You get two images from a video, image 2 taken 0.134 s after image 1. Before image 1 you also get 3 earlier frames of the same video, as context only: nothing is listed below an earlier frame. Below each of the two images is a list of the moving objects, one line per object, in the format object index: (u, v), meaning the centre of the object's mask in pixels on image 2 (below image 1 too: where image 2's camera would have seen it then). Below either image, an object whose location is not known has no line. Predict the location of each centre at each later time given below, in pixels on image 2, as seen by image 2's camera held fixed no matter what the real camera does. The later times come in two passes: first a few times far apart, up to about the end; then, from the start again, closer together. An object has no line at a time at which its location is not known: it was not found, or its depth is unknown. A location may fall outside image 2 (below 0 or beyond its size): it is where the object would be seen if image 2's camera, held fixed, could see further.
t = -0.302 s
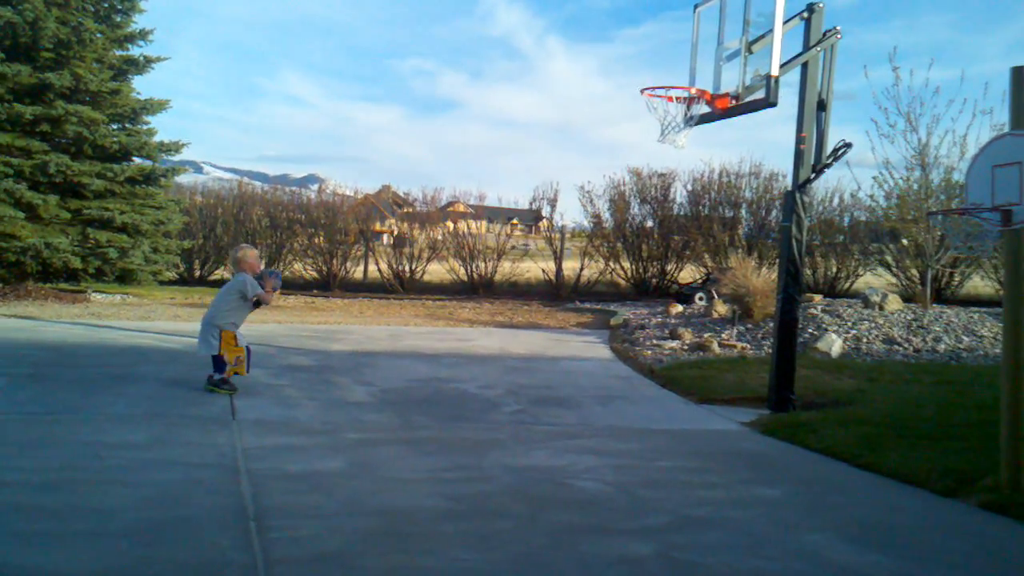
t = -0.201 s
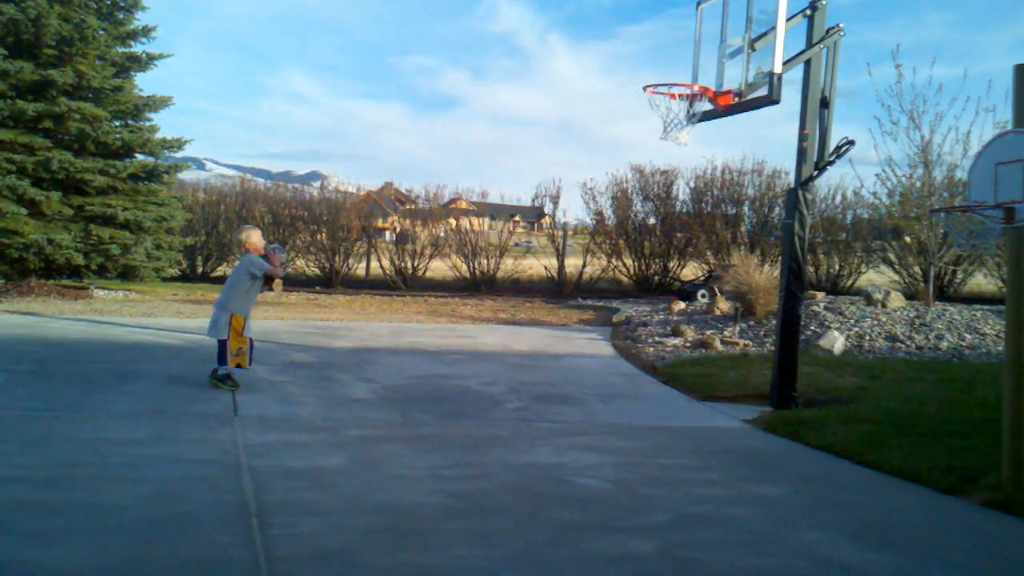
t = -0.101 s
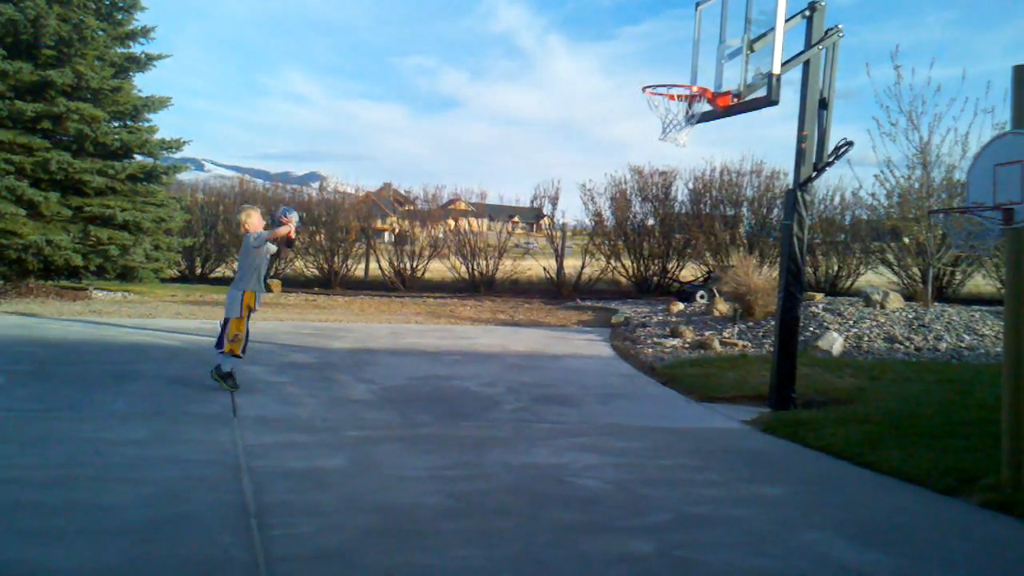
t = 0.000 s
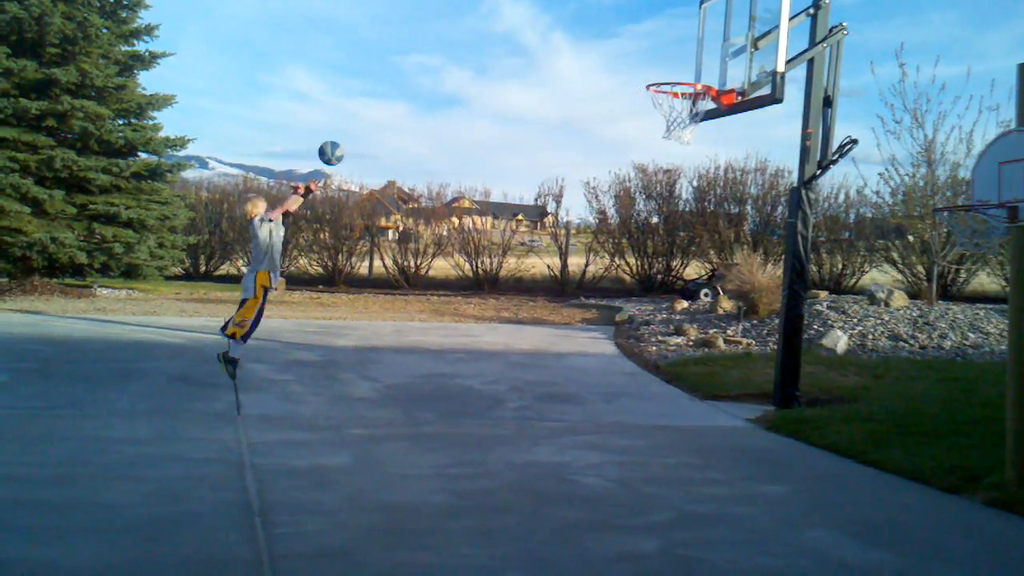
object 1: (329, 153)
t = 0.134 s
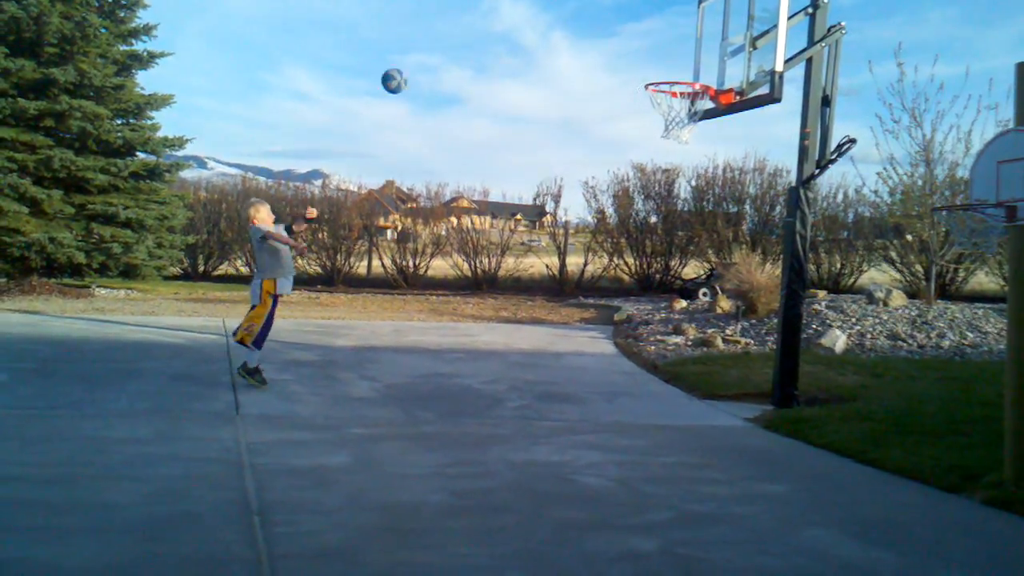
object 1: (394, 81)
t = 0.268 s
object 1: (457, 33)
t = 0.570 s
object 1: (596, 16)
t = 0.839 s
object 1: (696, 108)
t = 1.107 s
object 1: (644, 267)
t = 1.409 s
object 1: (583, 295)
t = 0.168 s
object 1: (409, 67)
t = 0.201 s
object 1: (425, 54)
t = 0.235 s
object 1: (442, 43)
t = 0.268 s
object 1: (457, 33)
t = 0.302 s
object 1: (473, 25)
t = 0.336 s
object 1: (489, 19)
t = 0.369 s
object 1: (505, 13)
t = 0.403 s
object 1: (520, 11)
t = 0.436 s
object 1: (536, 9)
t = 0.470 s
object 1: (551, 9)
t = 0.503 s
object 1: (566, 11)
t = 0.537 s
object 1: (581, 13)
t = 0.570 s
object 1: (596, 16)
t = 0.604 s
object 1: (611, 22)
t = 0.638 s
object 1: (626, 30)
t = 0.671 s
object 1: (640, 40)
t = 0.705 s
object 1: (655, 51)
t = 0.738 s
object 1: (669, 63)
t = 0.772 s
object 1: (682, 75)
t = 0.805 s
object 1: (696, 79)
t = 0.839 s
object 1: (696, 108)
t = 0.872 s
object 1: (688, 122)
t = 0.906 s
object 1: (683, 138)
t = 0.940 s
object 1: (677, 155)
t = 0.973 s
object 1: (670, 174)
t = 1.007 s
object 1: (666, 193)
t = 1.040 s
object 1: (658, 215)
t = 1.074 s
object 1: (651, 239)
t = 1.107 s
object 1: (644, 267)
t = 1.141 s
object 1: (637, 293)
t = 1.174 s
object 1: (630, 322)
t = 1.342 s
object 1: (594, 328)
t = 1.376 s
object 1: (588, 312)
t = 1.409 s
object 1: (583, 295)
